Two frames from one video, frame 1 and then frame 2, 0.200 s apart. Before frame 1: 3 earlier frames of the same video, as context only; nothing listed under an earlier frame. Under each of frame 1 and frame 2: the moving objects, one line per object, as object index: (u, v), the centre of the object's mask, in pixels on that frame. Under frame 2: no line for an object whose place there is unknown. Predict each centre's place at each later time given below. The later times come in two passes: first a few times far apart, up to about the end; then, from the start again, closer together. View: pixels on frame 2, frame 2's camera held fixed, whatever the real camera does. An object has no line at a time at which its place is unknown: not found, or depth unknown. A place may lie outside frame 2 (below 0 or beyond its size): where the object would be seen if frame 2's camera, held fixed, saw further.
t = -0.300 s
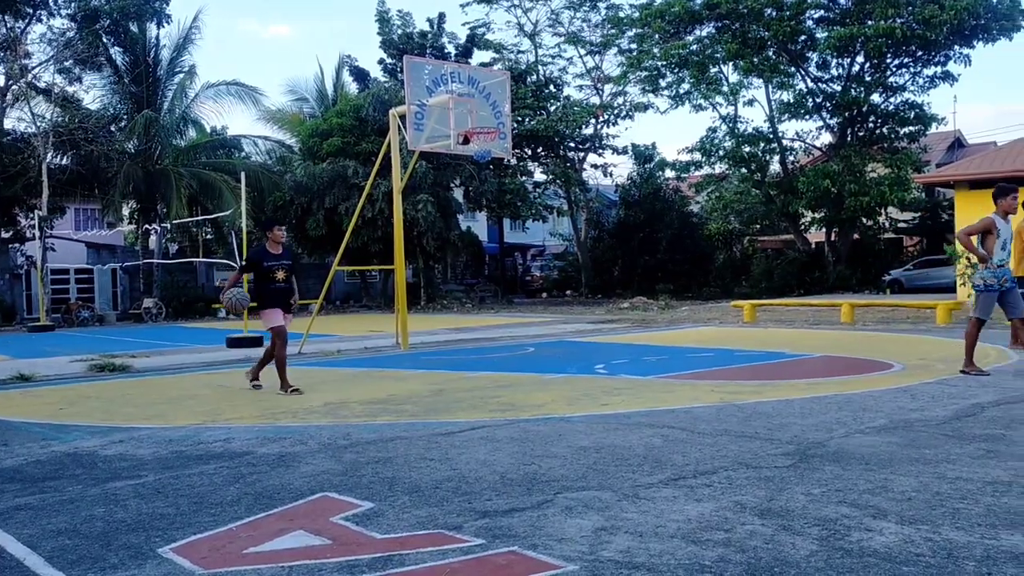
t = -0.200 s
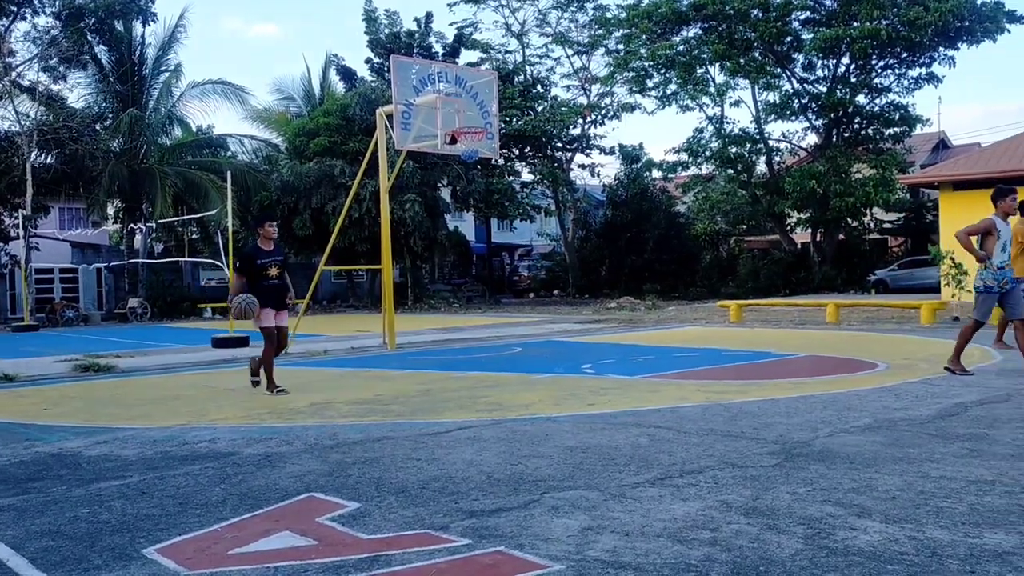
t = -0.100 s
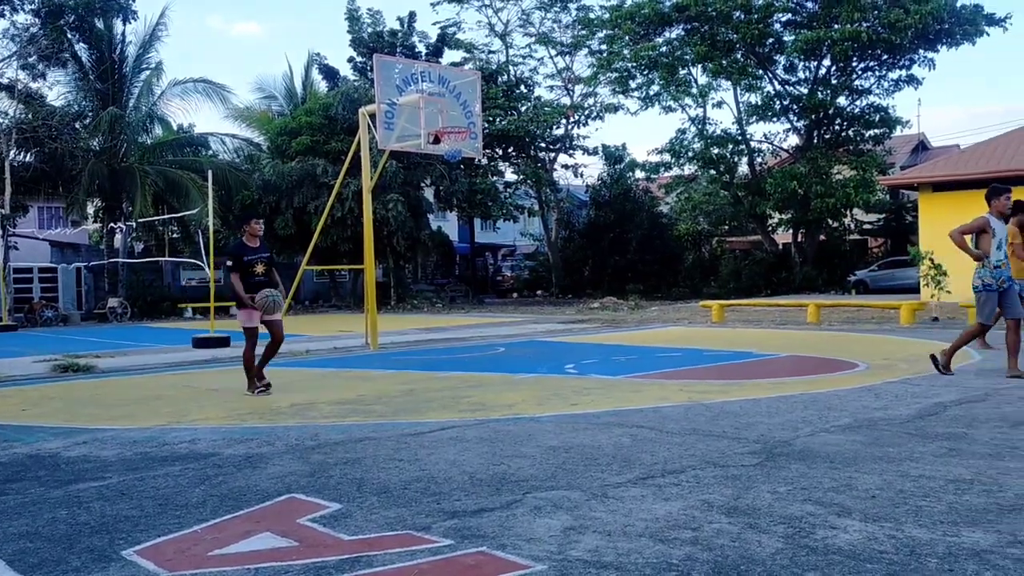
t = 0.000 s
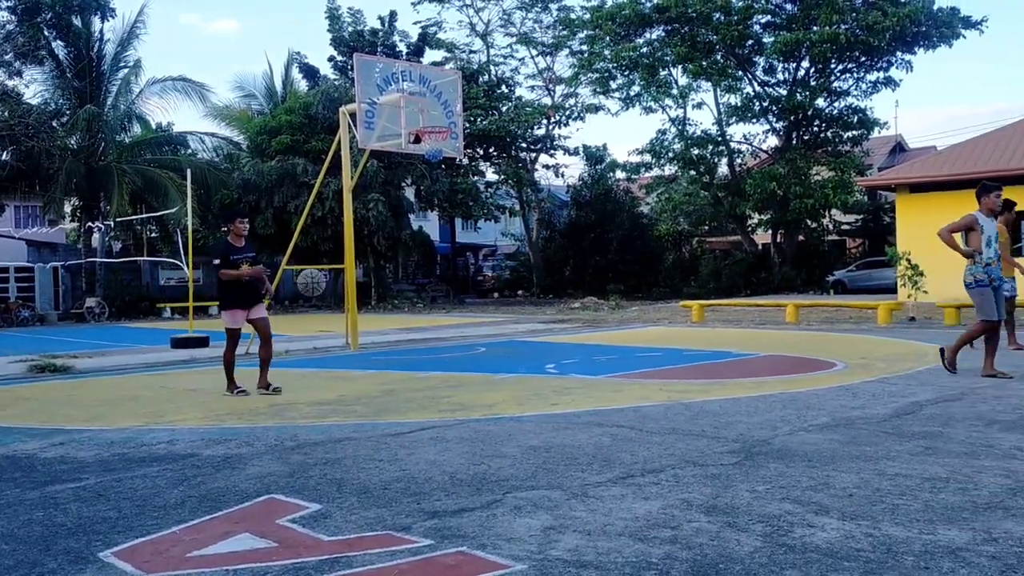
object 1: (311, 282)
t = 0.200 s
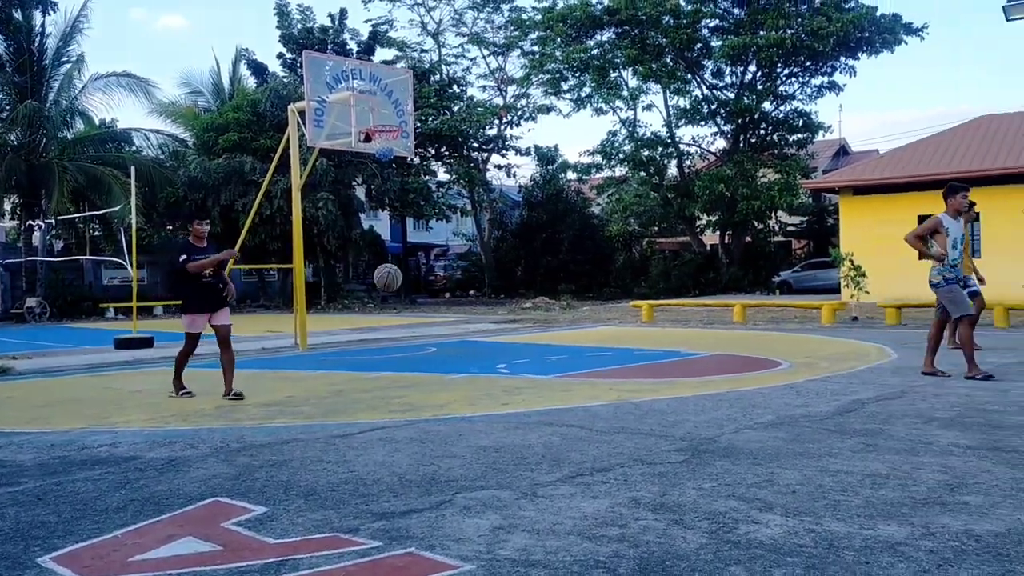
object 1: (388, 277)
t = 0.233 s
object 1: (409, 281)
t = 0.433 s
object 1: (534, 332)
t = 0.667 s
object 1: (652, 330)
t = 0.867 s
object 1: (734, 300)
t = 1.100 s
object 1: (832, 325)
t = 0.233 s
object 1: (409, 281)
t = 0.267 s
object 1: (430, 286)
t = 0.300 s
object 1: (451, 293)
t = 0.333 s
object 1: (471, 300)
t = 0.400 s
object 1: (514, 320)
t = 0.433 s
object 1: (534, 332)
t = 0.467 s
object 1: (555, 345)
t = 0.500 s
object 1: (577, 360)
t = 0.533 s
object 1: (597, 375)
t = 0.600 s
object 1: (625, 351)
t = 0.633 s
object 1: (638, 340)
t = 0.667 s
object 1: (652, 330)
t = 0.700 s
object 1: (666, 323)
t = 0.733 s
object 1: (679, 316)
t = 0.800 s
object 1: (706, 305)
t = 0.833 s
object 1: (720, 302)
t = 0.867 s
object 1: (734, 300)
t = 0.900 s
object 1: (748, 300)
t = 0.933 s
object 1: (761, 301)
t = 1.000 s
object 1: (789, 307)
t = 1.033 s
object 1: (803, 311)
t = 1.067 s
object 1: (818, 318)
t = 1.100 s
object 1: (832, 325)
